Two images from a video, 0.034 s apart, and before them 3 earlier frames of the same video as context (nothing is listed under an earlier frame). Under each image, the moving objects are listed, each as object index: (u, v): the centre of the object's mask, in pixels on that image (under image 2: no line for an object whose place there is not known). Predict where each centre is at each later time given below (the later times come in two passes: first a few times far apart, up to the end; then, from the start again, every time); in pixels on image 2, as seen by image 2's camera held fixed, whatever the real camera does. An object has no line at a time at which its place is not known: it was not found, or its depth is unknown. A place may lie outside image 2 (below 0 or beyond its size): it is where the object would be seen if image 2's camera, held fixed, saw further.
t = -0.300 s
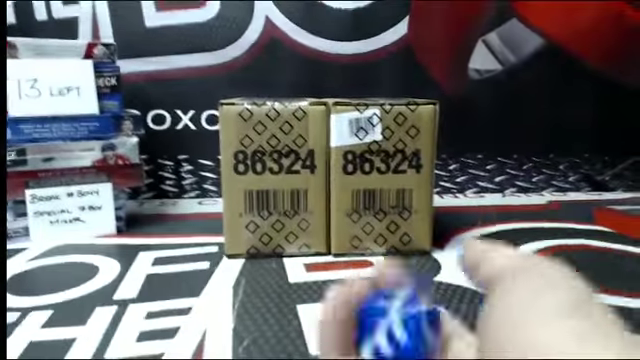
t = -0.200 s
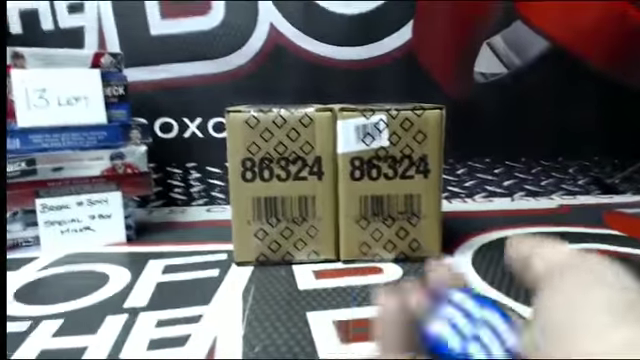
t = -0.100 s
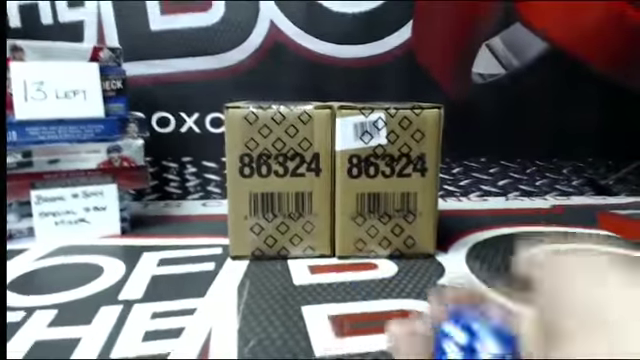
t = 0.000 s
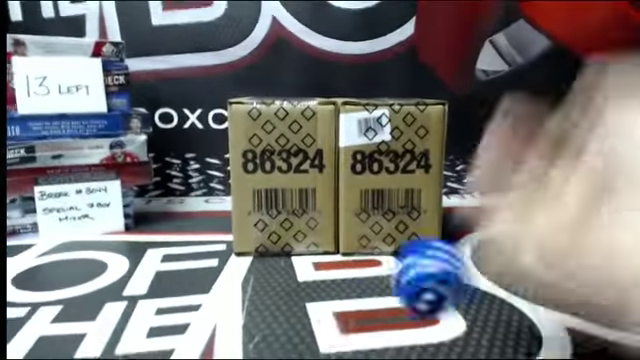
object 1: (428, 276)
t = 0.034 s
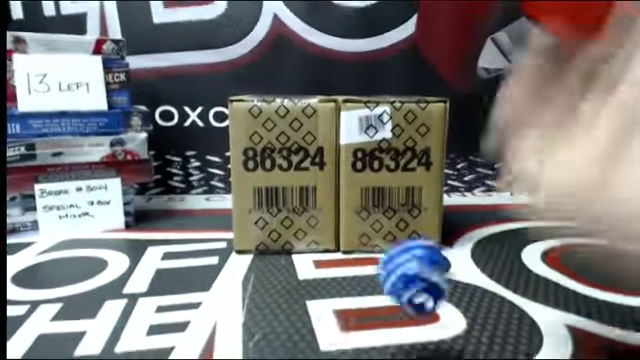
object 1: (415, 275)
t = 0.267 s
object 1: (292, 282)
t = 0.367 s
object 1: (258, 271)
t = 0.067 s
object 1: (398, 295)
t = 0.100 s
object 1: (375, 313)
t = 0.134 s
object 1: (361, 300)
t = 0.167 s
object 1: (341, 298)
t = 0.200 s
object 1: (325, 288)
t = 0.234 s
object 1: (308, 279)
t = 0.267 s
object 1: (292, 282)
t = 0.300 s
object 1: (280, 278)
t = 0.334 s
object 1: (270, 277)
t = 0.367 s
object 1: (258, 271)
